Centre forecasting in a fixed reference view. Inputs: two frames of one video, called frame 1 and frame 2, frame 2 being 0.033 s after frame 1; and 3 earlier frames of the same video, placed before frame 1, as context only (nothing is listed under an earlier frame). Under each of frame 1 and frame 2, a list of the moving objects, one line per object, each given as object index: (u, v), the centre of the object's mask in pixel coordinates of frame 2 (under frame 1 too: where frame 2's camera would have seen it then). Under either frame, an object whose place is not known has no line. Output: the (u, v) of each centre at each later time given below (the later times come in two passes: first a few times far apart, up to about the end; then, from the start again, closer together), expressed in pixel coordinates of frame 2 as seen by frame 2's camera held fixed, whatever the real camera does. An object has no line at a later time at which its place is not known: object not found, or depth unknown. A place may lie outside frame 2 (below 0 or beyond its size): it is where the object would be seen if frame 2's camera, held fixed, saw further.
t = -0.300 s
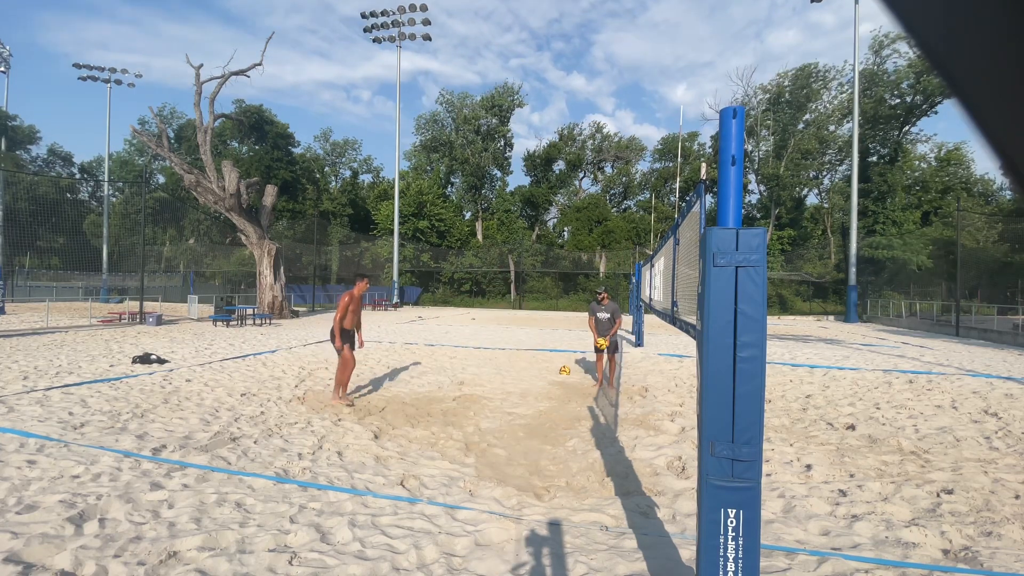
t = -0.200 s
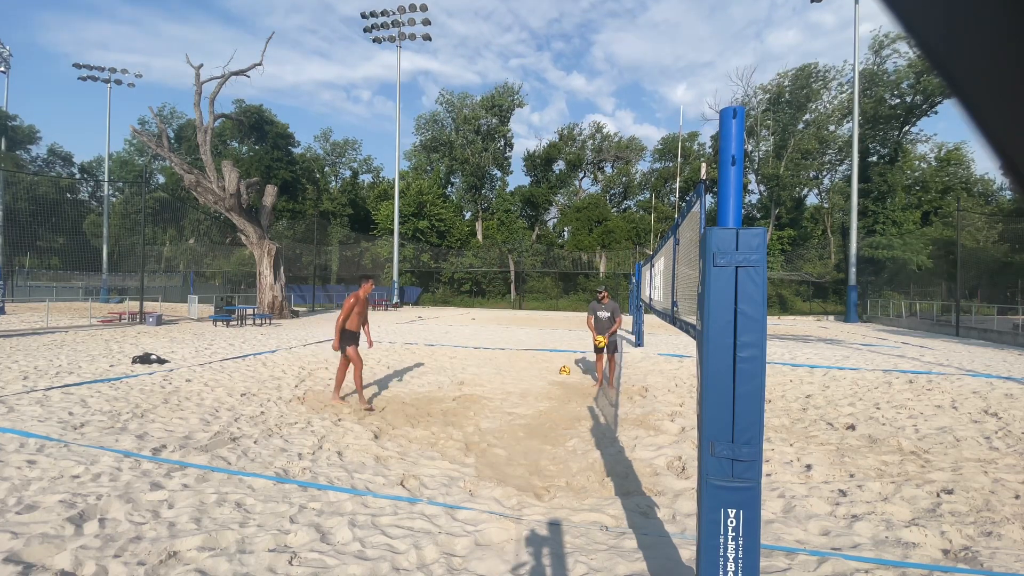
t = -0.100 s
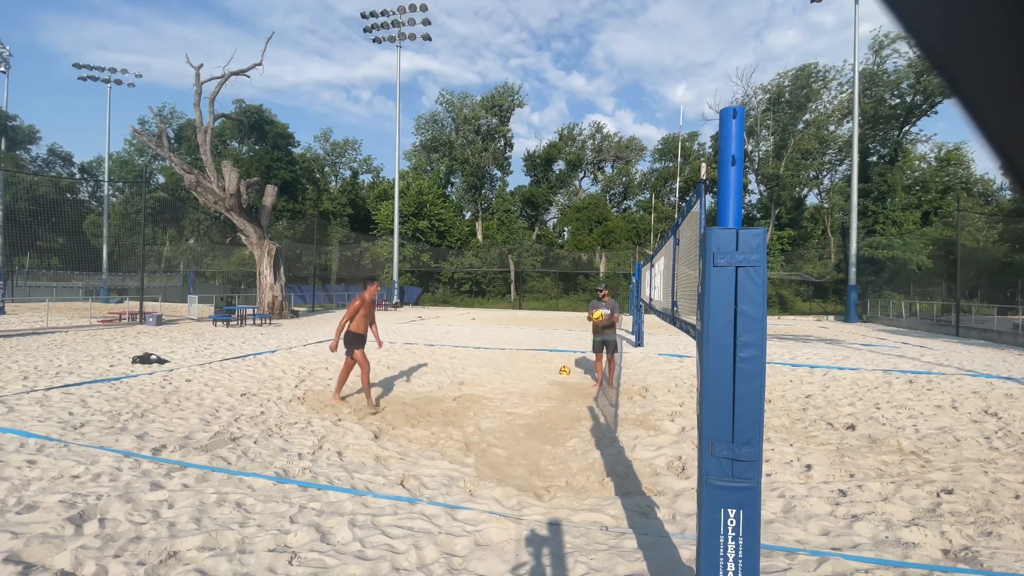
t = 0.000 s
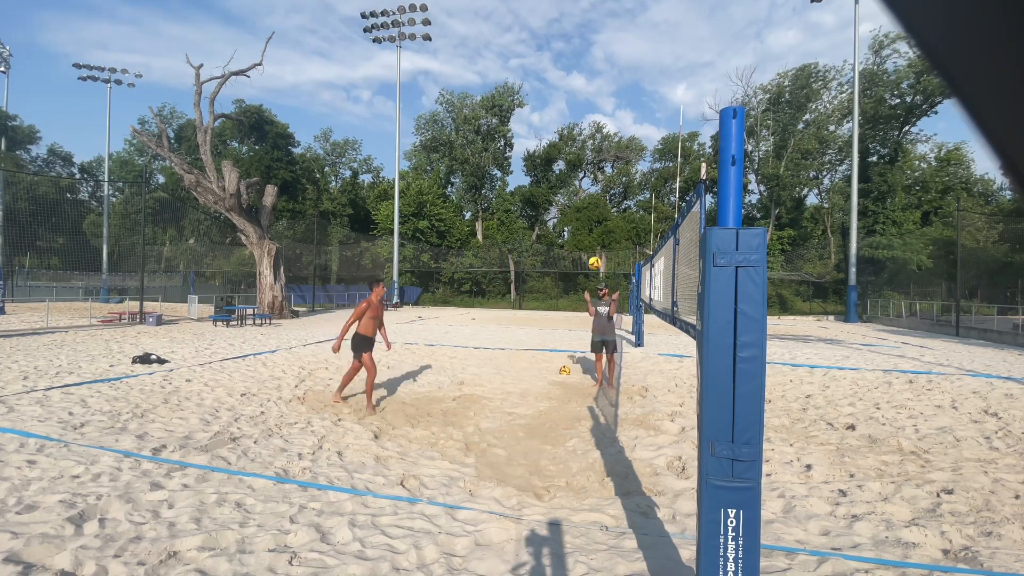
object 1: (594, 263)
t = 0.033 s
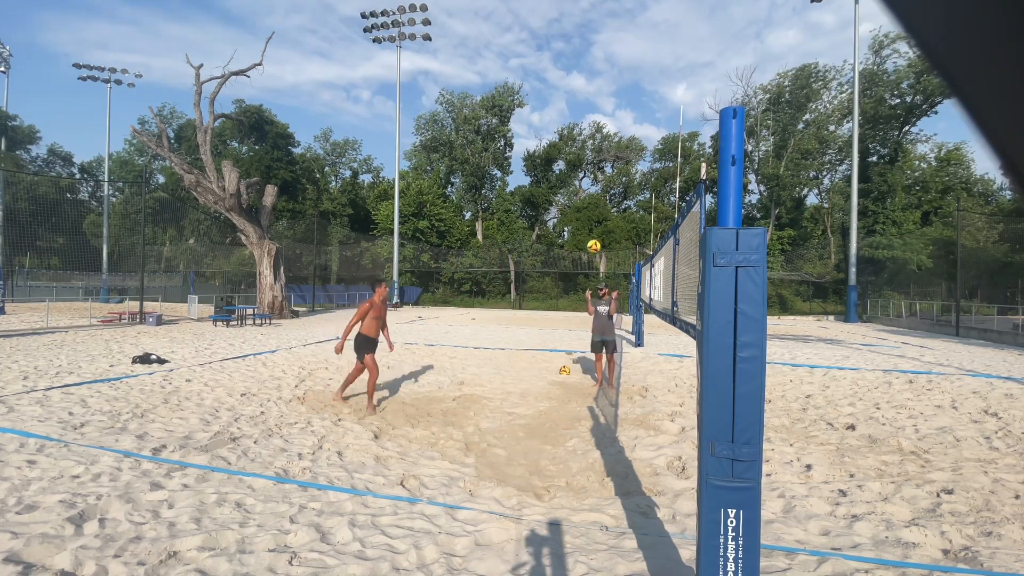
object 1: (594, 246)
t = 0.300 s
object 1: (586, 129)
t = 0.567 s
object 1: (575, 48)
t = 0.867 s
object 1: (561, 9)
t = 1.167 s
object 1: (545, 38)
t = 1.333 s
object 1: (536, 90)
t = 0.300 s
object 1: (586, 129)
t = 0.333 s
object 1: (584, 117)
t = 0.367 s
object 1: (583, 106)
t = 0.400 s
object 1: (581, 95)
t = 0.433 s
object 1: (580, 84)
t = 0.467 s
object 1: (579, 74)
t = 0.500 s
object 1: (577, 64)
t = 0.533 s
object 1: (576, 56)
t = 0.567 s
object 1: (575, 48)
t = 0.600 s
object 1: (573, 40)
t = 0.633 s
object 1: (572, 34)
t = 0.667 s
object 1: (570, 28)
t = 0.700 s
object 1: (569, 23)
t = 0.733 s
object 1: (567, 18)
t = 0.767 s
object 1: (566, 15)
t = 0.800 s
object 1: (564, 12)
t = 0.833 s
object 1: (562, 9)
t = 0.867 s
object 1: (561, 9)
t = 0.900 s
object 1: (559, 9)
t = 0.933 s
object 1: (557, 9)
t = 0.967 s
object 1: (556, 10)
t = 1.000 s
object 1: (554, 12)
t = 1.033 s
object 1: (552, 15)
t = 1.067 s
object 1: (551, 19)
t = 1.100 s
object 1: (549, 24)
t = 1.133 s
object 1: (547, 31)
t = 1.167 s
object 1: (545, 38)
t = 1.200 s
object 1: (544, 46)
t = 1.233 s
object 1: (542, 55)
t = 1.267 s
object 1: (540, 66)
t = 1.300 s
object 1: (538, 78)
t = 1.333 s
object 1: (536, 90)
